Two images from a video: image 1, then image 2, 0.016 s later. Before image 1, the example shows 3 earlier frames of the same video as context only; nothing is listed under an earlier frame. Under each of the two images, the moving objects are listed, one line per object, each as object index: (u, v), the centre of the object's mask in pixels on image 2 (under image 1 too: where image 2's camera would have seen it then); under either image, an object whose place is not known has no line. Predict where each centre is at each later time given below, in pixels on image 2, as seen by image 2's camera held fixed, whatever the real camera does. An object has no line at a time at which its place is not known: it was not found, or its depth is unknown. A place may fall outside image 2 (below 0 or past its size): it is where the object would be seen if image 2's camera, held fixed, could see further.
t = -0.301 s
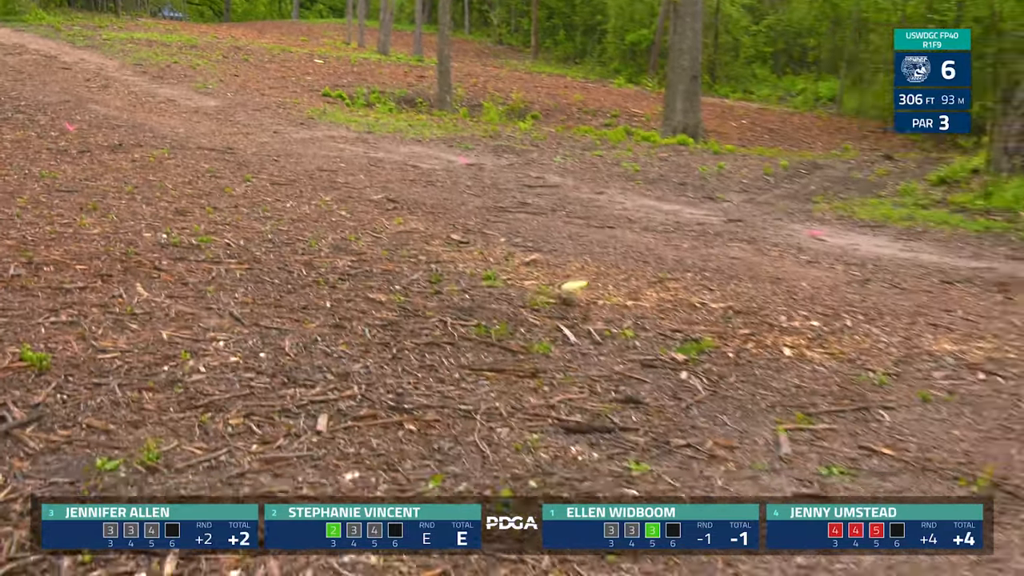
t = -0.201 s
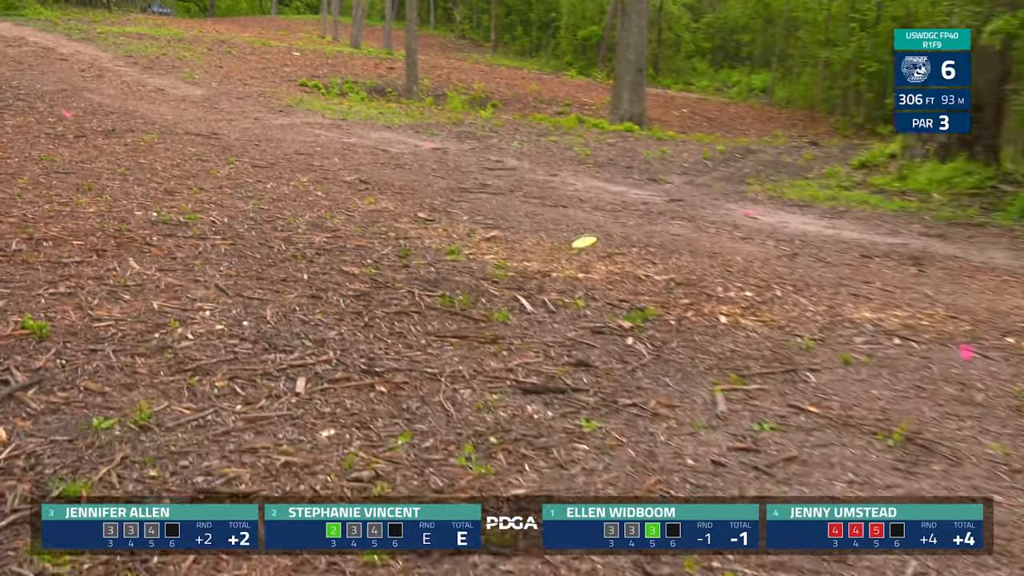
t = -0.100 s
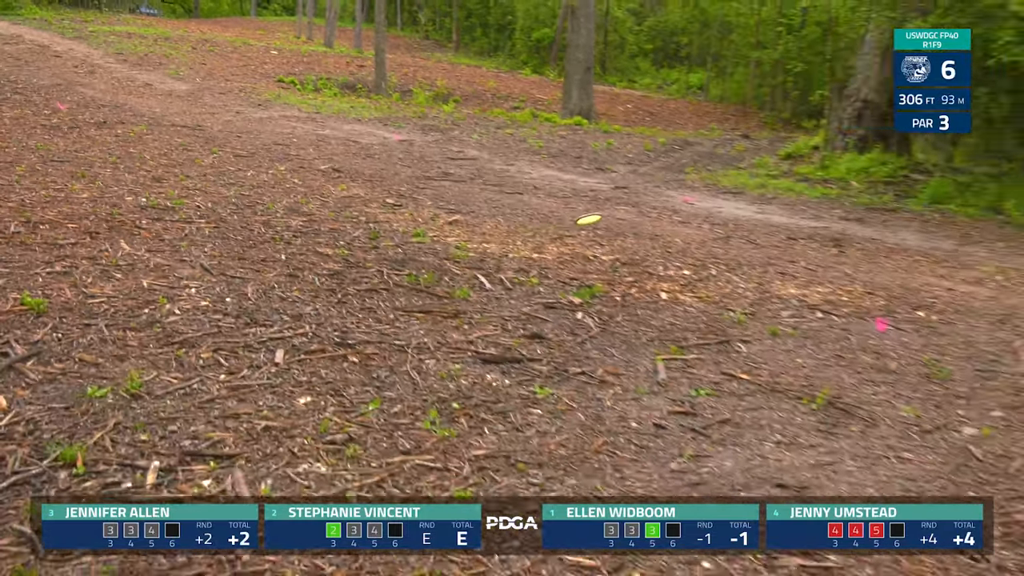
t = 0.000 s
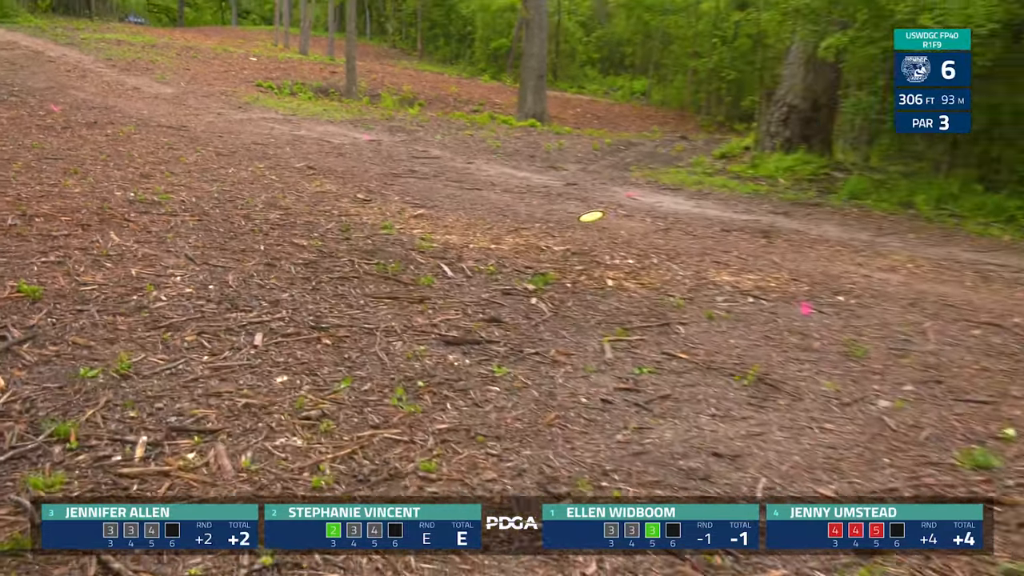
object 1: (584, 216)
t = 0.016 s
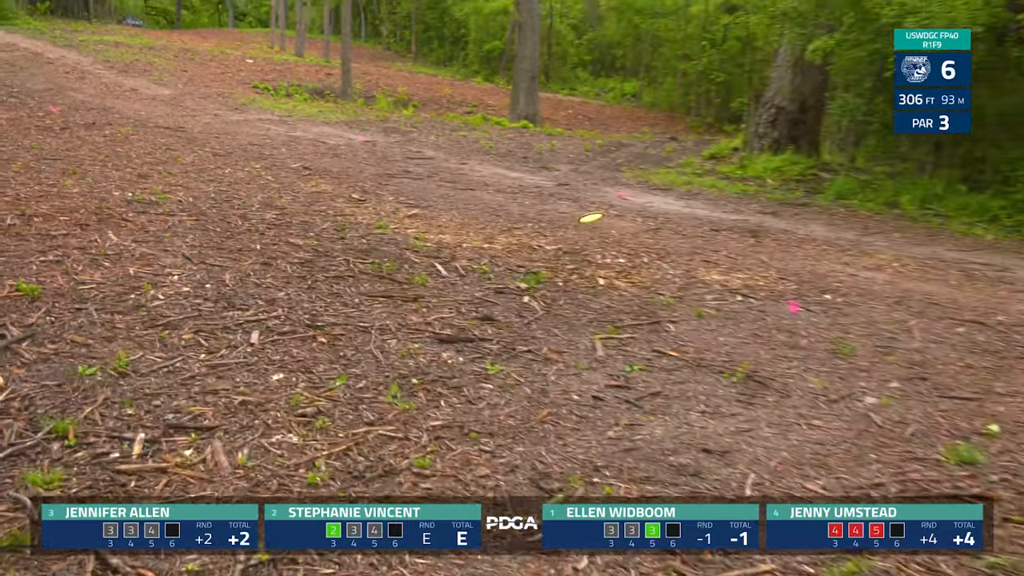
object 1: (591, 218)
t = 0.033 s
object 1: (597, 220)
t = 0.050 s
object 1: (602, 222)
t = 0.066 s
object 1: (609, 224)
